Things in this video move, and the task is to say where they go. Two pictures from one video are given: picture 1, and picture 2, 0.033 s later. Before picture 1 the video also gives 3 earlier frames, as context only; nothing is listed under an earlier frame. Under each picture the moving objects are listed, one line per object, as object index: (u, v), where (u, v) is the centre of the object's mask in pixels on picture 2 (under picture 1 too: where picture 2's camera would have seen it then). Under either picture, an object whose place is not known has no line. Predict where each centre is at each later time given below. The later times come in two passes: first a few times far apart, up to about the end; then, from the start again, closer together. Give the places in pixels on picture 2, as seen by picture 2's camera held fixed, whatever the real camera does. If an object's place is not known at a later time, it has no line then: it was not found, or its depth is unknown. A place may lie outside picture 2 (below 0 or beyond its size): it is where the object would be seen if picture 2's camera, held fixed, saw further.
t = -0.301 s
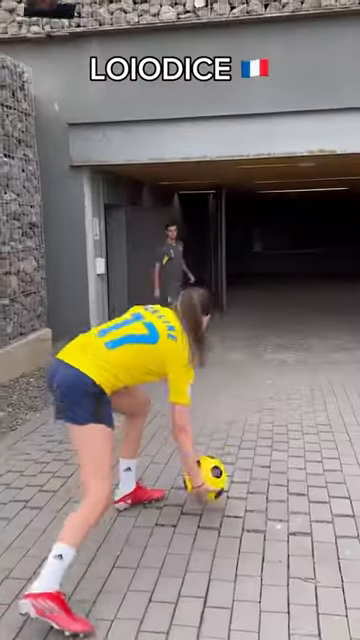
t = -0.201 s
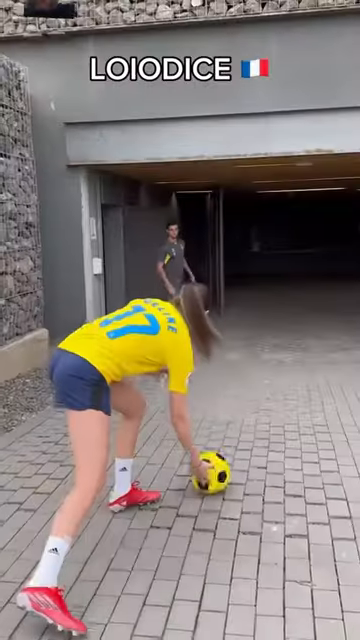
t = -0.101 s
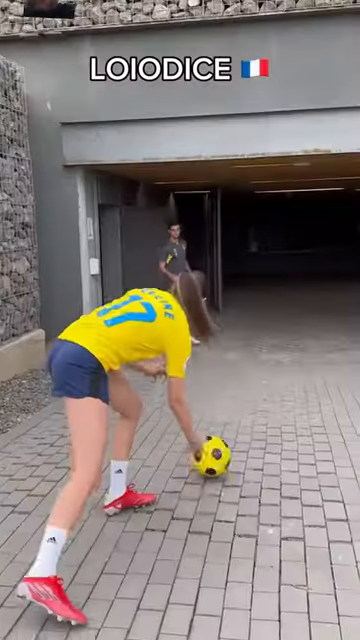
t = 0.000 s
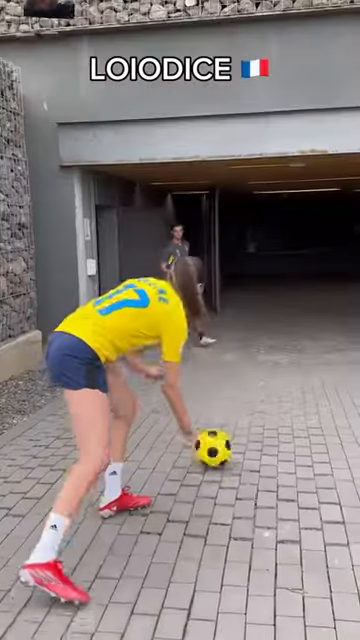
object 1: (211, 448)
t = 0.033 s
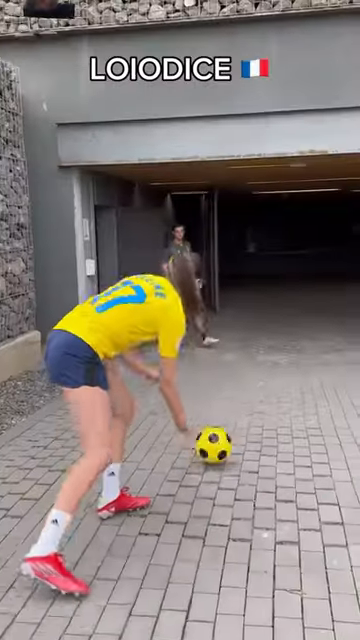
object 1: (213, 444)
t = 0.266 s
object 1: (225, 427)
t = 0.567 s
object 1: (236, 407)
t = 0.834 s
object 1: (245, 391)
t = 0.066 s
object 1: (215, 442)
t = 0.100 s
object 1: (217, 440)
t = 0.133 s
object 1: (218, 437)
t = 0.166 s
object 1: (220, 434)
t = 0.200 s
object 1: (222, 432)
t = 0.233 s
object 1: (223, 429)
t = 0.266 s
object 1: (225, 427)
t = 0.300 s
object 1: (226, 424)
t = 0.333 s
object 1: (228, 420)
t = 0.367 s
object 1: (229, 418)
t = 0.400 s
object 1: (230, 417)
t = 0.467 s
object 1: (232, 414)
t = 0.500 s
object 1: (233, 411)
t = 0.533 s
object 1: (234, 410)
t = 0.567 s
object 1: (236, 407)
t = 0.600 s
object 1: (237, 406)
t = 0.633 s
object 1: (238, 403)
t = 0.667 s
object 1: (239, 401)
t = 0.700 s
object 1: (241, 399)
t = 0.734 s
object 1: (242, 396)
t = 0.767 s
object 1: (243, 395)
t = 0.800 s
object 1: (244, 392)
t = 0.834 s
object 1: (245, 391)
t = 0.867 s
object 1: (246, 389)
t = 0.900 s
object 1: (248, 387)
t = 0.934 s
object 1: (248, 386)
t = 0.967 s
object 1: (249, 384)
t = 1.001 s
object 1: (250, 383)
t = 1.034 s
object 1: (250, 382)
